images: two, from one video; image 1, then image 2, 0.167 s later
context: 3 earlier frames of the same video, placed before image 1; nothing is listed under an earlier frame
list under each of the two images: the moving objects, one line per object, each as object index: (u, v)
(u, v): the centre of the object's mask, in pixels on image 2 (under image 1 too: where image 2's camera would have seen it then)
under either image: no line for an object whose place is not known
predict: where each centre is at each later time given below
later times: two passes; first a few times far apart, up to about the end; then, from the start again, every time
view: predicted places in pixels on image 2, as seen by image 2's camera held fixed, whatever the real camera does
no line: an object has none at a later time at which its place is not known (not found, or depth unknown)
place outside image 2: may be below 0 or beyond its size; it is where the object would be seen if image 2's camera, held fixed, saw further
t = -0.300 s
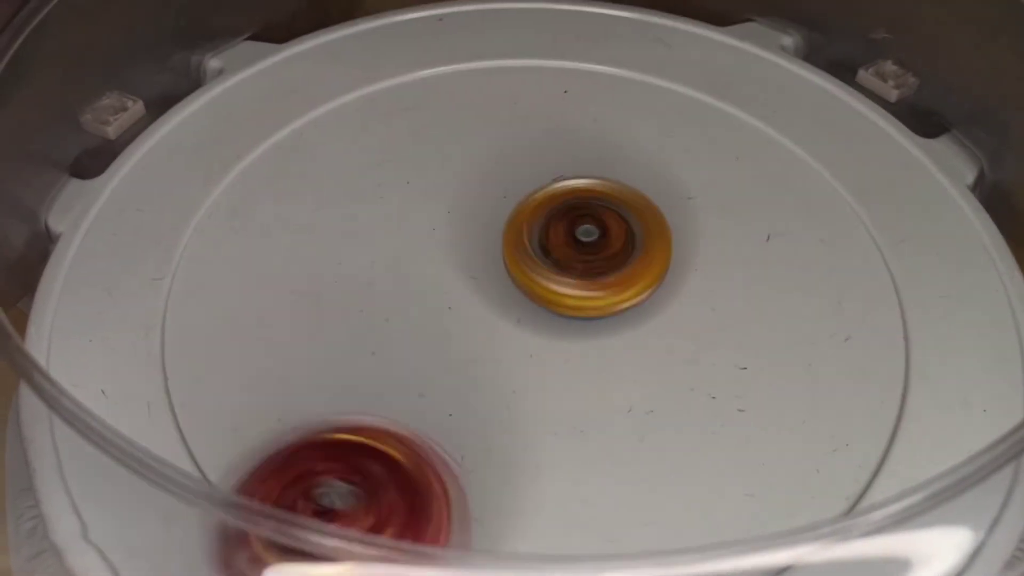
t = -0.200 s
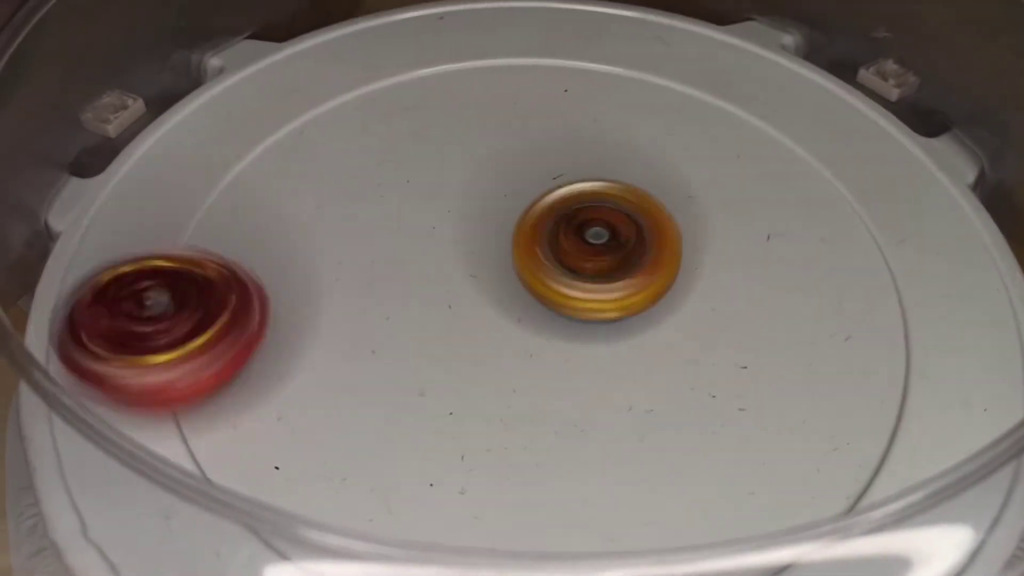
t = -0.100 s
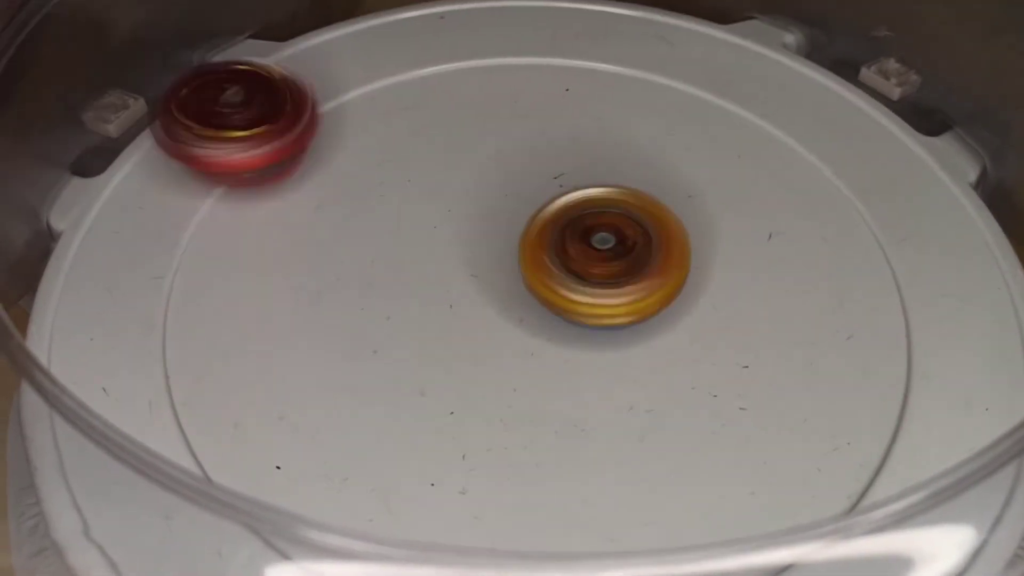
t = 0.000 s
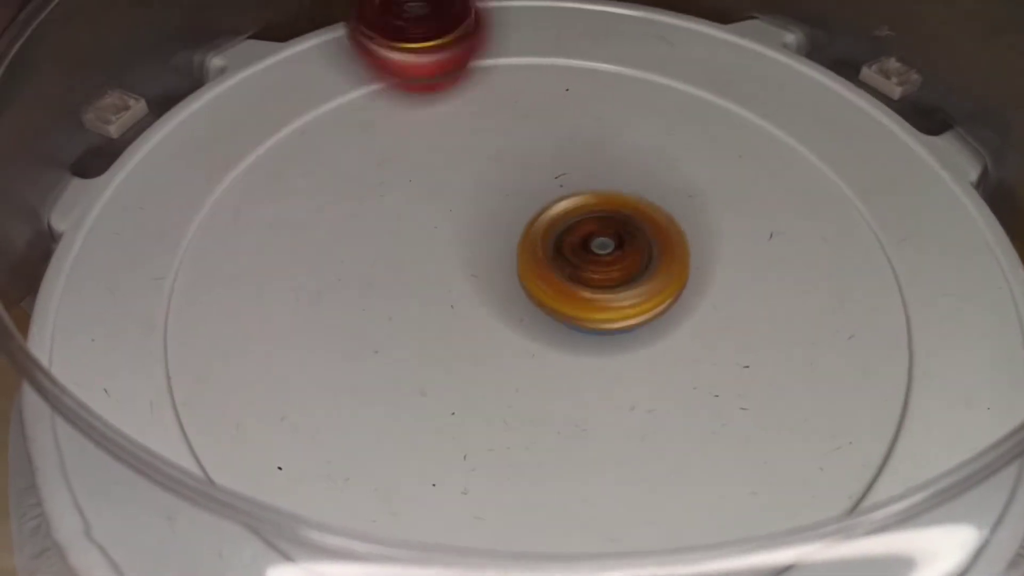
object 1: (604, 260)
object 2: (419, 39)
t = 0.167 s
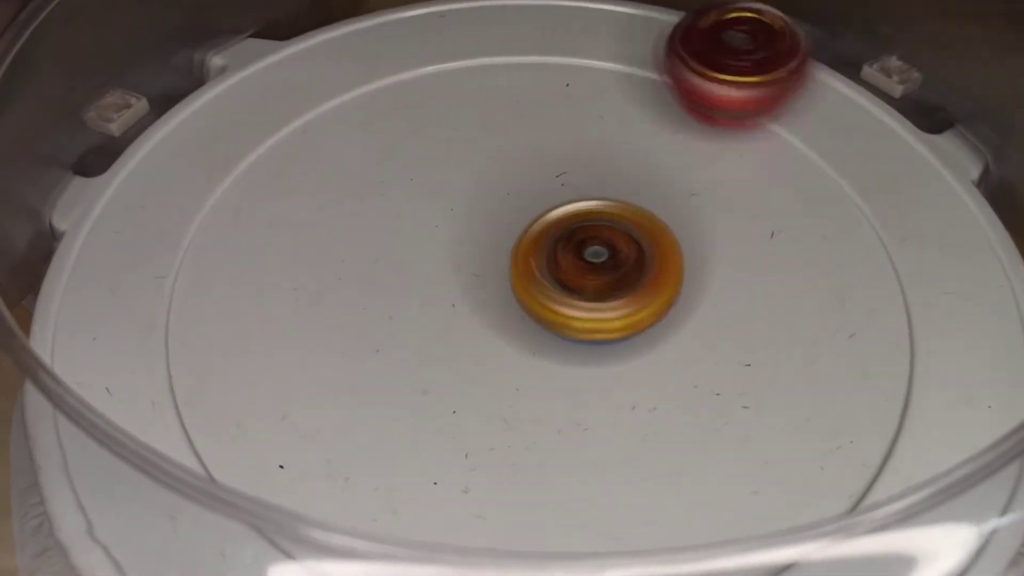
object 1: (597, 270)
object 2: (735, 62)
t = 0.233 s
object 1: (589, 277)
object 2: (873, 169)
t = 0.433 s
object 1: (563, 289)
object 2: (694, 497)
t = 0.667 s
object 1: (535, 299)
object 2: (163, 321)
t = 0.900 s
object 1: (513, 297)
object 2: (478, 34)
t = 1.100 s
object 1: (506, 283)
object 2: (846, 136)
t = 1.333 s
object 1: (506, 264)
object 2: (689, 499)
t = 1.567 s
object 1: (516, 246)
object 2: (162, 295)
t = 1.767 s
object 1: (529, 235)
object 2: (352, 57)
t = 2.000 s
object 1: (545, 234)
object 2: (773, 80)
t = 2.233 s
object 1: (566, 245)
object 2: (752, 479)
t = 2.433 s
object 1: (578, 256)
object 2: (250, 416)
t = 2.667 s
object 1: (575, 272)
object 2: (312, 97)
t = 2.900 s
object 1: (568, 286)
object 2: (686, 58)
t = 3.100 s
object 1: (559, 290)
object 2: (872, 239)
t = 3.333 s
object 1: (538, 284)
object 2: (570, 489)
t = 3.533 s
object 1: (519, 275)
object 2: (235, 315)
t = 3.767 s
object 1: (506, 266)
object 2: (381, 85)
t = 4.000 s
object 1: (509, 258)
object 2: (718, 104)
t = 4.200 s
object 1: (522, 250)
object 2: (820, 370)
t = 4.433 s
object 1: (540, 247)
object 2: (365, 449)
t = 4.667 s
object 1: (554, 249)
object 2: (293, 158)
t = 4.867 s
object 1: (564, 258)
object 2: (532, 66)
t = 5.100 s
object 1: (571, 271)
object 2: (823, 206)
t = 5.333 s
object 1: (569, 278)
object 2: (670, 469)
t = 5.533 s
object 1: (556, 283)
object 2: (261, 307)
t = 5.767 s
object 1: (536, 282)
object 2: (422, 86)
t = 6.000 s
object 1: (520, 275)
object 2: (720, 114)
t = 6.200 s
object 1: (515, 269)
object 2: (806, 365)
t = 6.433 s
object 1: (521, 257)
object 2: (390, 448)
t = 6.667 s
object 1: (536, 249)
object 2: (291, 178)
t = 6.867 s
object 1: (547, 248)
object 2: (522, 79)
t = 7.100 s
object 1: (559, 254)
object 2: (799, 203)
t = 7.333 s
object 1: (564, 261)
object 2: (658, 462)
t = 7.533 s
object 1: (563, 271)
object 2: (330, 395)
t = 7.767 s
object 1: (555, 280)
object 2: (349, 138)
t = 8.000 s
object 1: (542, 283)
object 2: (638, 93)
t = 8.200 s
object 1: (530, 279)
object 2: (811, 259)
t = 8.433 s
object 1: (519, 270)
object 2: (550, 467)
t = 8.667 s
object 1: (522, 262)
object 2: (282, 279)
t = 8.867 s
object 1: (532, 254)
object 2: (456, 100)
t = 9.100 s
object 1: (544, 253)
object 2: (715, 143)
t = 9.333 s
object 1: (555, 257)
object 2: (770, 368)
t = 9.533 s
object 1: (562, 262)
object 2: (432, 436)
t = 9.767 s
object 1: (562, 272)
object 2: (320, 203)
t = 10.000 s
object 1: (551, 280)
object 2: (551, 97)
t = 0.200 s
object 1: (592, 275)
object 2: (826, 117)
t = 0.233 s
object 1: (589, 277)
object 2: (873, 169)
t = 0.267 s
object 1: (586, 279)
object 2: (906, 228)
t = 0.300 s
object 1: (581, 280)
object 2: (920, 297)
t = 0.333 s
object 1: (577, 283)
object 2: (911, 368)
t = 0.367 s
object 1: (572, 285)
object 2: (862, 426)
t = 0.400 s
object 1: (568, 288)
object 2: (786, 468)
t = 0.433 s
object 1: (563, 289)
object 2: (694, 497)
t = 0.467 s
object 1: (559, 291)
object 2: (590, 507)
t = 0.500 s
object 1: (554, 292)
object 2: (491, 503)
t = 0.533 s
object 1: (549, 294)
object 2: (386, 485)
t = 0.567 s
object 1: (543, 296)
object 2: (279, 467)
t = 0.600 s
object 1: (539, 298)
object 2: (225, 406)
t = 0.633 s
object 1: (538, 298)
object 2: (198, 382)
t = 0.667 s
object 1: (535, 299)
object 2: (163, 321)
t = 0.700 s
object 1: (528, 300)
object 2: (170, 225)
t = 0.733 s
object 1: (525, 300)
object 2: (201, 167)
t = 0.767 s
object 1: (521, 299)
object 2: (241, 122)
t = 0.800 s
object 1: (519, 300)
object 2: (289, 82)
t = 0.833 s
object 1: (516, 300)
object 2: (350, 53)
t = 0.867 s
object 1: (515, 299)
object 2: (411, 41)
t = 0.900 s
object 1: (513, 297)
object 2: (478, 34)
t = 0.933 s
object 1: (511, 296)
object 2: (548, 33)
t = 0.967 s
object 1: (509, 294)
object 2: (615, 37)
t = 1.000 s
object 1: (507, 292)
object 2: (678, 45)
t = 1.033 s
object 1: (508, 290)
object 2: (742, 65)
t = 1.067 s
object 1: (506, 287)
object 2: (797, 96)
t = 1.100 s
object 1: (506, 283)
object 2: (846, 136)
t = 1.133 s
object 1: (504, 280)
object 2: (885, 187)
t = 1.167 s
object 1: (503, 278)
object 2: (913, 246)
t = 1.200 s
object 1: (502, 275)
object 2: (922, 311)
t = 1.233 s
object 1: (503, 273)
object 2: (908, 379)
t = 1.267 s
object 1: (505, 271)
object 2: (852, 432)
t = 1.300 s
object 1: (505, 267)
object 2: (775, 473)
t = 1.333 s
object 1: (506, 264)
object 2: (689, 499)
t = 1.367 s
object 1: (506, 261)
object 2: (587, 512)
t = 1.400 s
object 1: (507, 259)
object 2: (491, 507)
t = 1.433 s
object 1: (509, 256)
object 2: (392, 488)
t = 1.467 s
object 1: (511, 253)
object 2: (280, 474)
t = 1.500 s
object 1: (514, 251)
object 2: (228, 411)
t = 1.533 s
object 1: (515, 248)
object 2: (176, 358)
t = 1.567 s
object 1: (516, 246)
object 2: (162, 295)
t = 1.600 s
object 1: (519, 244)
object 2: (169, 238)
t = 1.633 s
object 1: (519, 243)
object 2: (179, 210)
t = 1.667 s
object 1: (522, 241)
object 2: (208, 162)
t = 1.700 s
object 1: (525, 238)
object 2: (250, 119)
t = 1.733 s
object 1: (527, 236)
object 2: (296, 85)
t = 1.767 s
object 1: (529, 235)
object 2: (352, 57)
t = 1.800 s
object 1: (531, 234)
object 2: (410, 43)
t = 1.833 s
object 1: (532, 233)
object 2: (472, 36)
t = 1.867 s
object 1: (535, 233)
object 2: (537, 34)
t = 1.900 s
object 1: (537, 233)
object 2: (600, 36)
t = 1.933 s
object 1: (540, 233)
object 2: (662, 41)
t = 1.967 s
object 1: (543, 233)
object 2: (719, 53)
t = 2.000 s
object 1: (545, 234)
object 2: (773, 80)
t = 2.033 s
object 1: (545, 234)
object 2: (800, 98)
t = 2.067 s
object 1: (548, 235)
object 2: (850, 140)
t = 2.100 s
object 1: (553, 238)
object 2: (914, 246)
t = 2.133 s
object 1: (558, 240)
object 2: (921, 309)
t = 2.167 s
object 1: (560, 241)
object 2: (910, 375)
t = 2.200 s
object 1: (563, 242)
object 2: (860, 424)
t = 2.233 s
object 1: (566, 245)
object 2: (752, 479)
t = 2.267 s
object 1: (566, 246)
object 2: (711, 492)
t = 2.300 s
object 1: (569, 249)
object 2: (629, 504)
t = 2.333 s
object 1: (573, 252)
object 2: (498, 502)
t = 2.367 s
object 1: (574, 253)
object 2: (406, 487)
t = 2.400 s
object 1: (576, 254)
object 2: (324, 458)
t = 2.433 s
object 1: (578, 256)
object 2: (250, 416)
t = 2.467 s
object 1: (577, 258)
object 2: (206, 366)
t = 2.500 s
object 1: (577, 261)
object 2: (188, 310)
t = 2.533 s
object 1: (577, 264)
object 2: (192, 256)
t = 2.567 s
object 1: (577, 266)
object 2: (207, 204)
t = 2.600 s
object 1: (577, 267)
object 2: (237, 160)
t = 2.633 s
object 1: (577, 269)
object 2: (273, 124)
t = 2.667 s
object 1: (575, 272)
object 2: (312, 97)
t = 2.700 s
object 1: (573, 275)
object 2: (356, 73)
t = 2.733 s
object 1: (573, 276)
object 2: (380, 66)
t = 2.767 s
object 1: (572, 280)
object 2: (456, 48)
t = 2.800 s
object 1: (572, 282)
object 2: (513, 44)
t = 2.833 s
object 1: (571, 284)
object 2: (575, 42)
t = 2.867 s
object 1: (570, 285)
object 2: (633, 48)
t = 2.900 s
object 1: (568, 286)
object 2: (686, 58)
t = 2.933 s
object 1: (566, 288)
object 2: (732, 77)
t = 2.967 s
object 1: (564, 290)
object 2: (773, 101)
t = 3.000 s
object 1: (564, 290)
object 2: (790, 118)
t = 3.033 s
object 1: (563, 290)
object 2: (825, 151)
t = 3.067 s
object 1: (561, 290)
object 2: (853, 193)
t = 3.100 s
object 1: (559, 290)
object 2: (872, 239)
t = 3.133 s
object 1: (556, 289)
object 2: (877, 289)
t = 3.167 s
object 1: (552, 289)
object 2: (869, 343)
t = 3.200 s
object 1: (549, 289)
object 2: (841, 397)
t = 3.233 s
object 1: (546, 288)
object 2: (793, 439)
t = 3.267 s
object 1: (545, 287)
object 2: (723, 467)
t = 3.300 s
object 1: (542, 286)
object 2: (652, 483)
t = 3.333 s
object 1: (538, 284)
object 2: (570, 489)
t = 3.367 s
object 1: (534, 283)
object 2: (493, 485)
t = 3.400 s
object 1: (531, 281)
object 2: (416, 470)
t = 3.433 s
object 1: (528, 280)
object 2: (345, 445)
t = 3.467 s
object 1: (524, 279)
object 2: (289, 410)
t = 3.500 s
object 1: (521, 277)
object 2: (253, 364)
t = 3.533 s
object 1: (519, 275)
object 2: (235, 315)
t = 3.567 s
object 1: (517, 273)
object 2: (232, 268)
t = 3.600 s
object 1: (515, 273)
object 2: (232, 245)
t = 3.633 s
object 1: (512, 271)
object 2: (246, 205)
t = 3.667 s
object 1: (509, 270)
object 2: (271, 166)
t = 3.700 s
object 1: (508, 268)
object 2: (301, 134)
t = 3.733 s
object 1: (507, 267)
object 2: (338, 108)
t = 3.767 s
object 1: (506, 266)
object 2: (381, 85)
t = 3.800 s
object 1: (505, 265)
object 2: (427, 71)
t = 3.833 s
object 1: (505, 264)
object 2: (476, 62)
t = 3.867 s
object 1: (504, 262)
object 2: (525, 58)
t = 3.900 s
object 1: (505, 261)
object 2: (574, 61)
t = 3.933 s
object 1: (507, 260)
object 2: (626, 68)
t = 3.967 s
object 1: (508, 259)
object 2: (673, 83)
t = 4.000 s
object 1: (509, 258)
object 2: (718, 104)
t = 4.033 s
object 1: (511, 256)
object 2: (758, 131)
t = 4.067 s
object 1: (513, 255)
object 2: (791, 164)
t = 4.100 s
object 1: (517, 254)
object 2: (829, 225)
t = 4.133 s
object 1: (519, 252)
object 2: (841, 271)
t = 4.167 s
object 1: (520, 251)
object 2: (840, 318)
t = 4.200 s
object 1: (522, 250)
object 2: (820, 370)
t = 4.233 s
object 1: (524, 249)
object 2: (786, 415)
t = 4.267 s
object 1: (527, 249)
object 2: (732, 451)
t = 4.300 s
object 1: (530, 249)
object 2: (659, 472)
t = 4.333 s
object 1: (533, 248)
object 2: (586, 483)
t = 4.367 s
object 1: (536, 248)
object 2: (512, 481)
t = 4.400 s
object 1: (538, 247)
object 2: (436, 469)
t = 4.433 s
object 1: (540, 247)
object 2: (365, 449)
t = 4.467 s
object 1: (542, 247)
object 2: (310, 414)
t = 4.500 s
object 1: (545, 247)
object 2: (270, 368)
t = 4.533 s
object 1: (548, 247)
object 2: (248, 322)
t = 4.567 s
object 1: (550, 248)
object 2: (242, 278)
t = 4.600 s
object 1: (552, 248)
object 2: (250, 233)
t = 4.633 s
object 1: (553, 248)
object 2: (268, 192)
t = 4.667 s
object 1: (554, 249)
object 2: (293, 158)
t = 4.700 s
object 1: (555, 250)
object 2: (328, 129)
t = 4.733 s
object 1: (557, 252)
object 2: (369, 104)
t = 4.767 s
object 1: (558, 253)
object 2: (390, 94)
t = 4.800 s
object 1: (560, 255)
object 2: (433, 79)
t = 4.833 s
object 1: (562, 256)
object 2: (481, 71)
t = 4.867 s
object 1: (564, 258)
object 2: (532, 66)
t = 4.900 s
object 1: (565, 260)
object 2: (581, 69)
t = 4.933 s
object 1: (566, 261)
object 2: (629, 76)
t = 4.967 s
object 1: (568, 263)
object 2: (677, 91)
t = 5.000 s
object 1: (569, 265)
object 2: (722, 109)
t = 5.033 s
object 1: (569, 267)
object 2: (761, 136)
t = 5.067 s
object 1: (570, 269)
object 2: (795, 168)
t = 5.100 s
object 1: (571, 271)
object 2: (823, 206)
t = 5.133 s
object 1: (571, 273)
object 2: (839, 247)
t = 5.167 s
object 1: (572, 275)
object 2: (843, 294)
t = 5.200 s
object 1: (572, 276)
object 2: (835, 340)
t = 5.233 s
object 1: (572, 277)
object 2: (810, 388)
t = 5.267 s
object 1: (571, 277)
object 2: (767, 430)
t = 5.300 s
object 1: (570, 278)
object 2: (737, 447)
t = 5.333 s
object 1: (569, 278)
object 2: (670, 469)
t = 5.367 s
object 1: (566, 280)
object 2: (563, 481)
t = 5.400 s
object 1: (563, 282)
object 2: (417, 459)
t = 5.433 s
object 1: (562, 282)
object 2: (352, 432)
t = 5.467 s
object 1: (560, 283)
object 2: (307, 395)
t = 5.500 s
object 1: (558, 283)
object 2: (276, 352)
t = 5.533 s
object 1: (556, 283)
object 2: (261, 307)
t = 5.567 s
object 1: (553, 283)
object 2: (258, 263)
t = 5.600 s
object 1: (551, 283)
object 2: (265, 221)
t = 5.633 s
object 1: (548, 283)
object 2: (282, 184)
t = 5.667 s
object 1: (545, 282)
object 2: (309, 152)
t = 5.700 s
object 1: (541, 282)
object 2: (342, 125)
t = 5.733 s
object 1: (539, 282)
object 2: (380, 104)
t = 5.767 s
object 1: (536, 282)
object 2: (422, 86)
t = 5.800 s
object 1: (533, 281)
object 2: (466, 74)
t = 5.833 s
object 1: (530, 280)
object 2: (512, 69)
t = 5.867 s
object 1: (528, 278)
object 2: (559, 68)
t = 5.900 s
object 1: (525, 278)
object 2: (607, 74)
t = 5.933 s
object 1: (523, 276)
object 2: (654, 85)
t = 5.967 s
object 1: (521, 275)
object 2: (699, 102)
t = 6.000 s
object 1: (520, 275)
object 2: (720, 114)
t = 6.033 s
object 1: (518, 273)
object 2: (774, 156)
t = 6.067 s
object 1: (516, 272)
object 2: (803, 192)
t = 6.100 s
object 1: (515, 272)
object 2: (823, 231)
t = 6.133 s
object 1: (514, 271)
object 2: (832, 273)
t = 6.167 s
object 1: (514, 270)
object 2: (827, 318)
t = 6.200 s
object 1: (515, 269)
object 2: (806, 365)
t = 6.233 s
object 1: (516, 267)
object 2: (769, 408)
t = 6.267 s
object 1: (517, 265)
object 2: (720, 444)
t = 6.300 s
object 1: (518, 263)
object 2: (660, 465)
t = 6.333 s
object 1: (519, 261)
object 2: (592, 475)
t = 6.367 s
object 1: (519, 260)
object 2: (521, 476)
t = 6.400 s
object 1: (520, 258)
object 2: (455, 466)
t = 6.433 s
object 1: (521, 257)
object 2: (390, 448)
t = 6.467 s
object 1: (523, 255)
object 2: (335, 418)
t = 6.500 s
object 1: (525, 254)
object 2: (296, 379)
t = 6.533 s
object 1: (527, 253)
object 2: (271, 336)
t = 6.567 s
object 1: (529, 252)
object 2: (259, 293)
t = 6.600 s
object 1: (532, 251)
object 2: (259, 251)
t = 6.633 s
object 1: (534, 250)
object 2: (270, 213)
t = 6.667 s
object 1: (536, 249)
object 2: (291, 178)
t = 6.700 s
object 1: (538, 249)
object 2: (320, 149)
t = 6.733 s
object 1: (540, 248)
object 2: (354, 125)
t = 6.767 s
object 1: (542, 248)
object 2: (393, 105)
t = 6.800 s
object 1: (544, 248)
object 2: (434, 91)
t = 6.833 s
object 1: (546, 248)
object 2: (477, 82)
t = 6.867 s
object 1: (547, 248)
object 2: (522, 79)
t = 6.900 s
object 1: (549, 249)
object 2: (569, 80)
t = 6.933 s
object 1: (551, 249)
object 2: (616, 86)
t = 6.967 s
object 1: (553, 250)
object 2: (661, 98)
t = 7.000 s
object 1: (554, 251)
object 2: (703, 117)
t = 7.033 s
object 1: (556, 251)
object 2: (741, 139)
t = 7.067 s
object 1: (558, 252)
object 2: (774, 168)
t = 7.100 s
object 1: (559, 254)
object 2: (799, 203)
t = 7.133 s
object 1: (560, 255)
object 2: (816, 241)
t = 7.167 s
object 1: (562, 256)
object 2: (823, 282)
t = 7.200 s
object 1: (563, 256)
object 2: (817, 325)
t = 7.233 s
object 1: (563, 257)
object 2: (798, 368)
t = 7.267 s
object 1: (563, 258)
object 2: (764, 408)
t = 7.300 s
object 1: (564, 260)
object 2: (717, 442)
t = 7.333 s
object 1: (564, 261)
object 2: (658, 462)
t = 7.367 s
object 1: (564, 263)
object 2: (592, 472)
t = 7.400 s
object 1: (564, 266)
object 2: (524, 472)
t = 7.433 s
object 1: (564, 267)
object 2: (458, 463)
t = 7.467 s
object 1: (564, 269)
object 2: (399, 444)
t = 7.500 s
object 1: (564, 269)
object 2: (374, 430)
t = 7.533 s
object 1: (563, 271)
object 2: (330, 395)
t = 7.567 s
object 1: (563, 273)
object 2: (299, 356)
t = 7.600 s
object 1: (562, 275)
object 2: (281, 314)
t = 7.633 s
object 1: (561, 276)
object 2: (274, 273)
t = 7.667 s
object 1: (560, 277)
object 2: (280, 234)
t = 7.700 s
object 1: (558, 278)
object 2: (296, 197)
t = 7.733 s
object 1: (557, 279)
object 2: (307, 181)
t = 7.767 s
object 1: (555, 280)
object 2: (349, 138)
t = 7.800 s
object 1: (553, 281)
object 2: (385, 116)
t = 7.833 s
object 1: (552, 282)
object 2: (423, 99)
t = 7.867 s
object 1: (550, 283)
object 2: (463, 87)
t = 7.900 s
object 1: (549, 283)
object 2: (506, 81)
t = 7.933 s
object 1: (547, 283)
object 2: (549, 80)
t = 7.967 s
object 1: (544, 283)
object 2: (594, 84)
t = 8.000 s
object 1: (542, 283)
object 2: (638, 93)
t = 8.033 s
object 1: (539, 283)
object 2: (680, 108)
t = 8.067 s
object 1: (538, 282)
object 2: (719, 129)
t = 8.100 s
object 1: (536, 282)
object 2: (753, 154)
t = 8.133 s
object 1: (533, 281)
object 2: (780, 185)
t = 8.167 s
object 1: (532, 280)
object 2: (800, 220)
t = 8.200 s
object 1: (530, 279)
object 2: (811, 259)
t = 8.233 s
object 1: (529, 277)
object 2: (810, 300)
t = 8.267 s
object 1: (527, 276)
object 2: (797, 341)
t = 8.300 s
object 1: (525, 275)
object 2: (770, 381)
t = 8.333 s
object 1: (523, 274)
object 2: (730, 417)
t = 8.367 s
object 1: (521, 272)
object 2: (678, 445)
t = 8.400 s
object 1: (520, 271)
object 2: (616, 462)
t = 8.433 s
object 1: (519, 270)
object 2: (550, 467)
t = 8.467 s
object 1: (519, 269)
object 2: (485, 463)
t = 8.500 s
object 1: (519, 267)
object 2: (424, 447)
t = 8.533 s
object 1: (520, 267)
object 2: (375, 421)
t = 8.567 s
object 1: (520, 265)
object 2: (334, 389)
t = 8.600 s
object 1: (521, 264)
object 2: (306, 353)
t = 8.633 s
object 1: (521, 263)
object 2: (289, 316)
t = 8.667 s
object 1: (522, 262)
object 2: (282, 279)
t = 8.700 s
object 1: (526, 259)
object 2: (297, 207)
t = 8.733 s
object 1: (527, 258)
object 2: (318, 175)
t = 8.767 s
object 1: (528, 257)
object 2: (345, 149)
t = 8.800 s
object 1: (528, 256)
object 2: (380, 128)
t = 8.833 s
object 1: (530, 255)
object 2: (417, 111)
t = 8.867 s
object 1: (532, 254)
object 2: (456, 100)
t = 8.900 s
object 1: (535, 254)
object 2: (496, 94)
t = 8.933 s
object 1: (536, 253)
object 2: (517, 93)
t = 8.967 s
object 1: (538, 253)
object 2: (558, 93)
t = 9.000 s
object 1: (539, 252)
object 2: (600, 98)
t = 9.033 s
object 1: (540, 252)
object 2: (641, 108)
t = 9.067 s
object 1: (542, 253)
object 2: (679, 124)
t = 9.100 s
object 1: (544, 253)
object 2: (715, 143)
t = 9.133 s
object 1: (547, 253)
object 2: (746, 167)
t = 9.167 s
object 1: (548, 254)
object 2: (772, 197)
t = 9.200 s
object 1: (549, 254)
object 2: (790, 231)
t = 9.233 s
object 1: (550, 254)
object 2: (799, 268)
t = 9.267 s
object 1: (552, 255)
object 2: (796, 308)
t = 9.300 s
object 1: (553, 256)
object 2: (791, 329)
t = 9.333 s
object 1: (555, 257)
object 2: (770, 368)
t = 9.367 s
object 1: (557, 258)
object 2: (737, 402)
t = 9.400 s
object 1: (558, 259)
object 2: (669, 438)
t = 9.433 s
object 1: (559, 259)
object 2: (613, 454)
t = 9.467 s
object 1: (561, 260)
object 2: (551, 460)
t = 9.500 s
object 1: (562, 261)
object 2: (488, 455)
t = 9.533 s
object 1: (562, 262)
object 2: (432, 436)
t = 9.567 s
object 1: (562, 264)
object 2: (385, 411)
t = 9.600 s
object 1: (563, 266)
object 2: (347, 379)
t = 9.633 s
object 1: (563, 267)
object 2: (320, 346)
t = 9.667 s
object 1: (563, 268)
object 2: (303, 308)
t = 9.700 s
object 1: (561, 270)
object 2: (298, 268)
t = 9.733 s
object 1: (561, 271)
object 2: (306, 233)
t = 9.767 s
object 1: (562, 272)
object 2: (320, 203)
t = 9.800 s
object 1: (561, 274)
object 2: (339, 175)
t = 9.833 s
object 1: (560, 274)
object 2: (366, 150)
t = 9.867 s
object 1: (558, 275)
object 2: (398, 129)
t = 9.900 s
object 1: (557, 276)
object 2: (435, 113)
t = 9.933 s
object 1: (556, 277)
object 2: (472, 103)
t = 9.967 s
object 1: (554, 279)
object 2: (511, 98)
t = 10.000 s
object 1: (551, 280)
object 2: (551, 97)
